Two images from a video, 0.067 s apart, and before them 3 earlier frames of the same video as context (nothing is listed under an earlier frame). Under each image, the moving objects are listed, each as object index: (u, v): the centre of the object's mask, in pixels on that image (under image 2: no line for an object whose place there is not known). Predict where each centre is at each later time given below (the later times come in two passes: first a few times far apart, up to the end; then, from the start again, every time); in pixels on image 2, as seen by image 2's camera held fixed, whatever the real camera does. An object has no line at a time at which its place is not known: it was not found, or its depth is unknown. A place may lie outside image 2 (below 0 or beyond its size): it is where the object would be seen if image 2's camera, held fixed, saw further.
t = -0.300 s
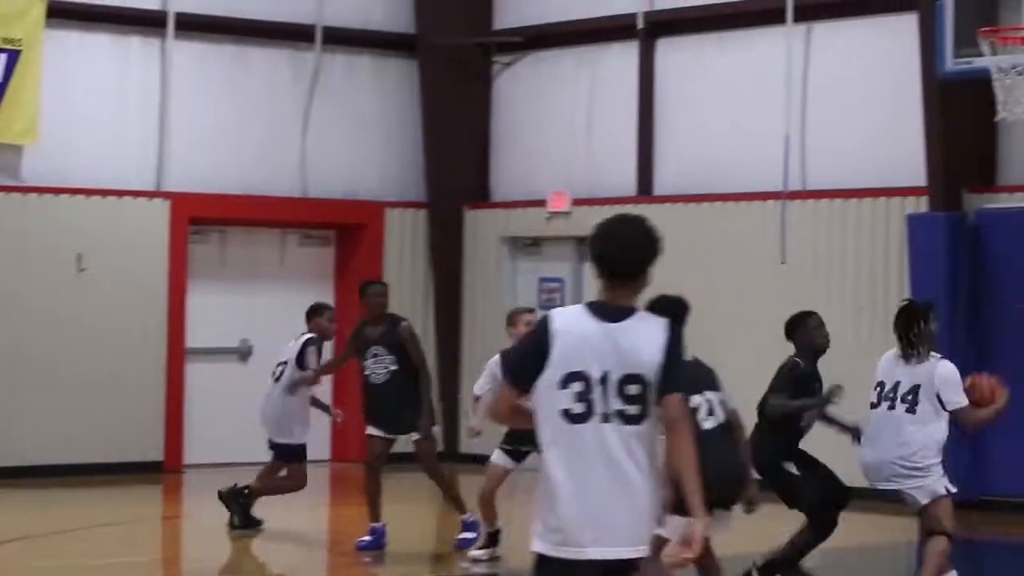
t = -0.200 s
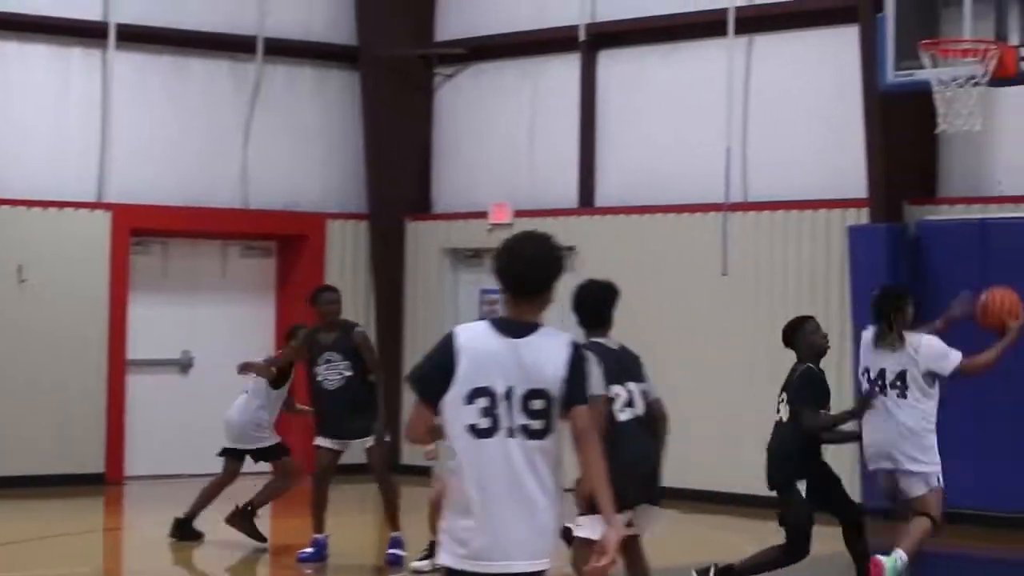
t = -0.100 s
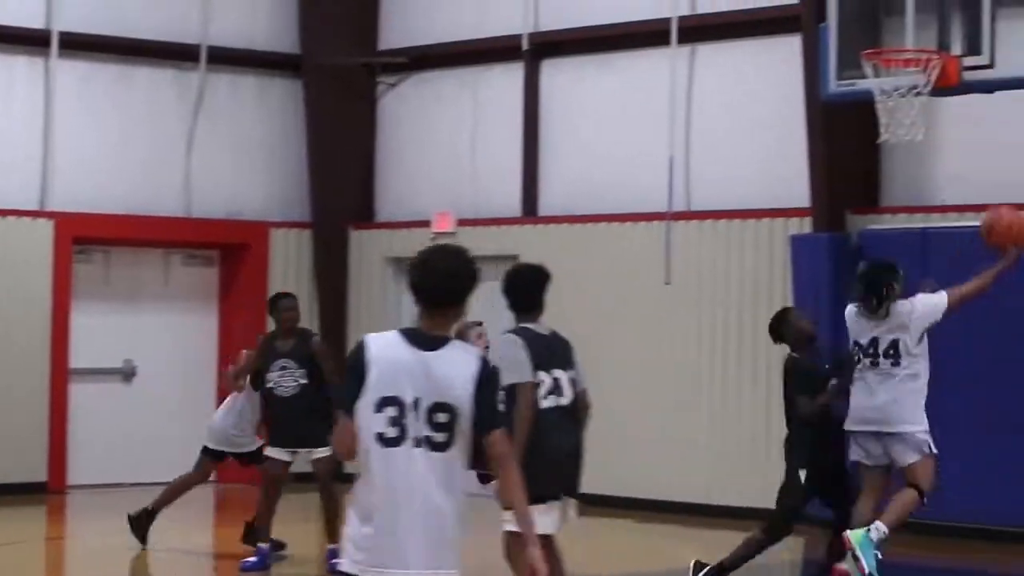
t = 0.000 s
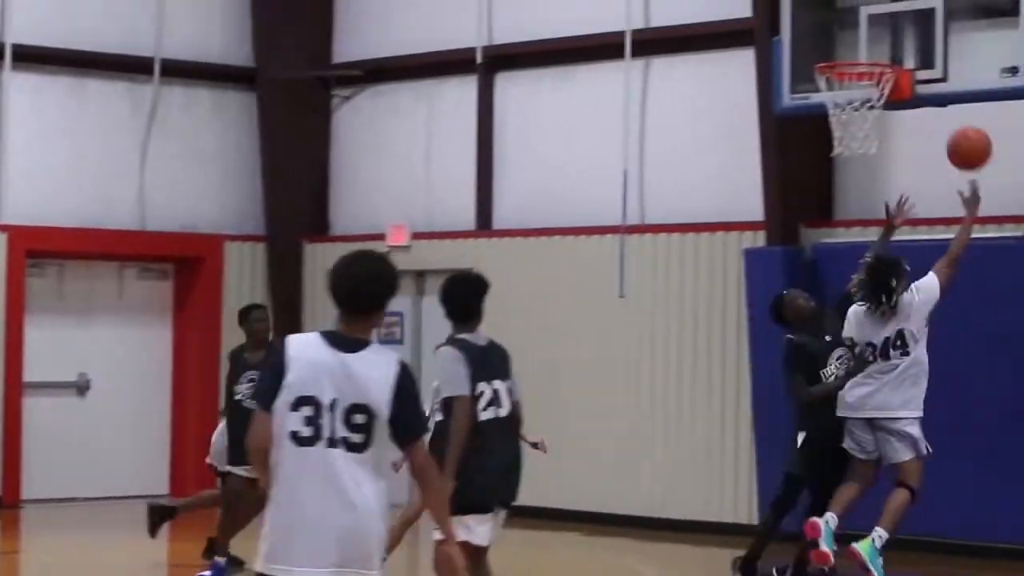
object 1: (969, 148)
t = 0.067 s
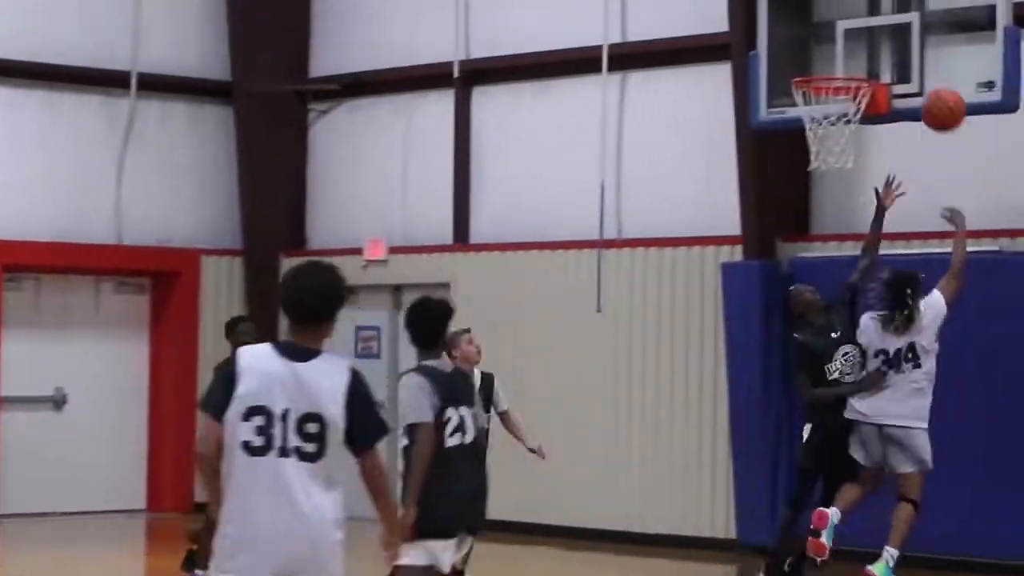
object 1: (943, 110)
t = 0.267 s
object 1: (937, 5)
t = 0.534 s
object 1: (911, -20)
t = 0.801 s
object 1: (833, 42)
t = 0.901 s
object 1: (821, 50)
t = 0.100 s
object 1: (942, 86)
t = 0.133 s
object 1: (942, 66)
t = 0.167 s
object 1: (940, 47)
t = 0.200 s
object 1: (939, 31)
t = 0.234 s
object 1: (938, 17)
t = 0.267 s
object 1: (937, 5)
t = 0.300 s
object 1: (935, -6)
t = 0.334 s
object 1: (934, -13)
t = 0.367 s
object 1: (933, -16)
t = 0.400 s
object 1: (931, -19)
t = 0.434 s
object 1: (930, -20)
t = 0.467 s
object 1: (928, -20)
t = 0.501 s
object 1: (919, -20)
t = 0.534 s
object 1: (911, -20)
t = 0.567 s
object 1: (901, -20)
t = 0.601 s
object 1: (892, -18)
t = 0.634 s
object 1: (882, -15)
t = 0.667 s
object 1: (872, -9)
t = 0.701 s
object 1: (863, 1)
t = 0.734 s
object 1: (854, 13)
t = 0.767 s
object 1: (843, 26)
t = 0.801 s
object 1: (833, 42)
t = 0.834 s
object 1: (824, 58)
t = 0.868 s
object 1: (821, 56)
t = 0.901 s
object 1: (821, 50)
